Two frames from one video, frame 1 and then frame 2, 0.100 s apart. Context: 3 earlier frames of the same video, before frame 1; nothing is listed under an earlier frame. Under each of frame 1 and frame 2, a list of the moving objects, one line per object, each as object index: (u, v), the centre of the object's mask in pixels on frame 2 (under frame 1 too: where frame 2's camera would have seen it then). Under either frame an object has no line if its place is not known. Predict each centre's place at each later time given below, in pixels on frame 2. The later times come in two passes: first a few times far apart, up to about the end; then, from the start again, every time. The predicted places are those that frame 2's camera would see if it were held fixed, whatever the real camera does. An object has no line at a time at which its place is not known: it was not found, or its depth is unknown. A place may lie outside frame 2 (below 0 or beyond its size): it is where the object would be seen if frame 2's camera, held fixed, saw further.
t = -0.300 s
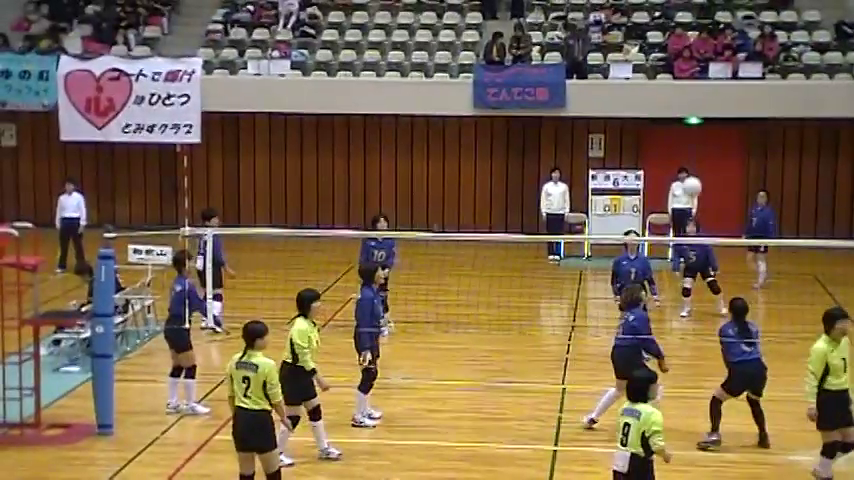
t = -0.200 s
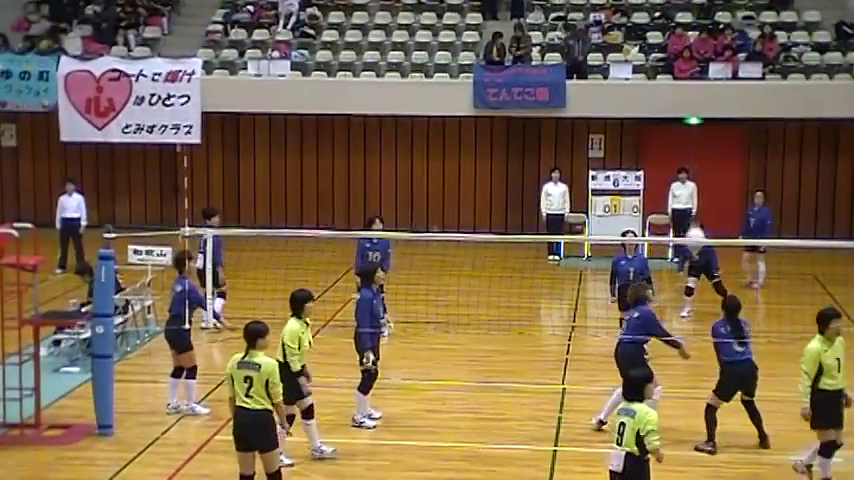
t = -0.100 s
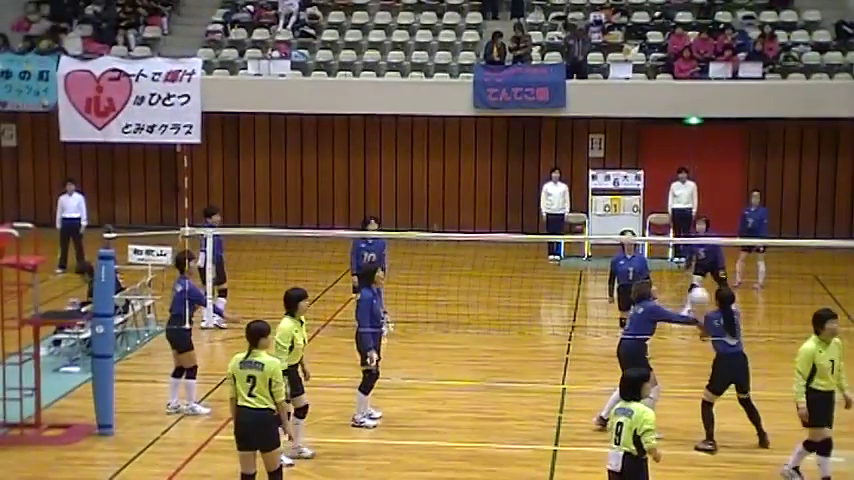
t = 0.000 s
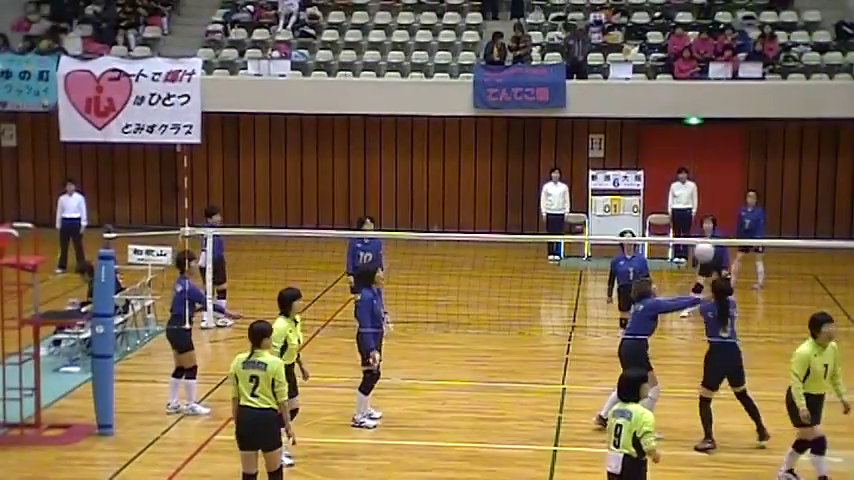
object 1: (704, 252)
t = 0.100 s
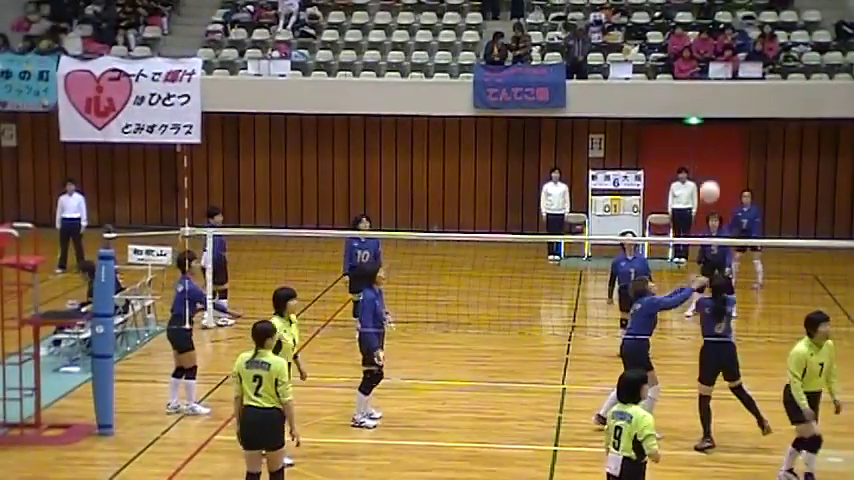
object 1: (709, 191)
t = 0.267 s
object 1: (717, 118)
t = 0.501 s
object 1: (727, 62)
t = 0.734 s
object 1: (733, 59)
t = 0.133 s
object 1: (711, 174)
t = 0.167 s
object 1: (712, 158)
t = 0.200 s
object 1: (714, 143)
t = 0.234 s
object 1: (715, 130)
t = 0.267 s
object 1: (717, 118)
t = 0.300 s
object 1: (719, 102)
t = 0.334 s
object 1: (720, 93)
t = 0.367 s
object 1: (722, 83)
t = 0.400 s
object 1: (722, 76)
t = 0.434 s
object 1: (724, 71)
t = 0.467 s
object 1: (726, 66)
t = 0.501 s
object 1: (727, 62)
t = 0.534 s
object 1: (728, 58)
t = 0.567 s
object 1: (729, 55)
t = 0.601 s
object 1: (729, 54)
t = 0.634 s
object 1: (730, 54)
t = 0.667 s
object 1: (731, 56)
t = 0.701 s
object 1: (732, 57)
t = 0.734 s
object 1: (733, 59)
